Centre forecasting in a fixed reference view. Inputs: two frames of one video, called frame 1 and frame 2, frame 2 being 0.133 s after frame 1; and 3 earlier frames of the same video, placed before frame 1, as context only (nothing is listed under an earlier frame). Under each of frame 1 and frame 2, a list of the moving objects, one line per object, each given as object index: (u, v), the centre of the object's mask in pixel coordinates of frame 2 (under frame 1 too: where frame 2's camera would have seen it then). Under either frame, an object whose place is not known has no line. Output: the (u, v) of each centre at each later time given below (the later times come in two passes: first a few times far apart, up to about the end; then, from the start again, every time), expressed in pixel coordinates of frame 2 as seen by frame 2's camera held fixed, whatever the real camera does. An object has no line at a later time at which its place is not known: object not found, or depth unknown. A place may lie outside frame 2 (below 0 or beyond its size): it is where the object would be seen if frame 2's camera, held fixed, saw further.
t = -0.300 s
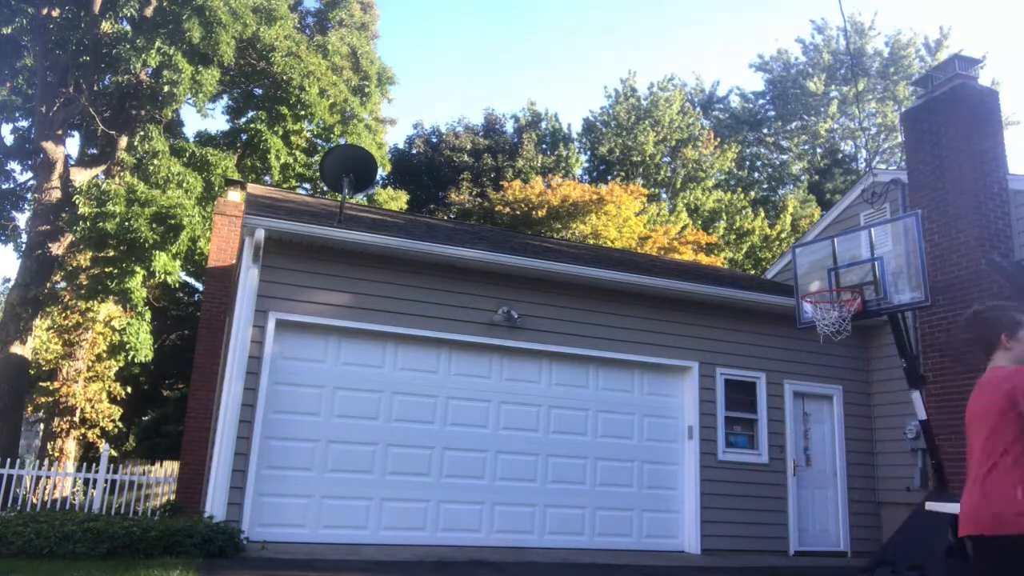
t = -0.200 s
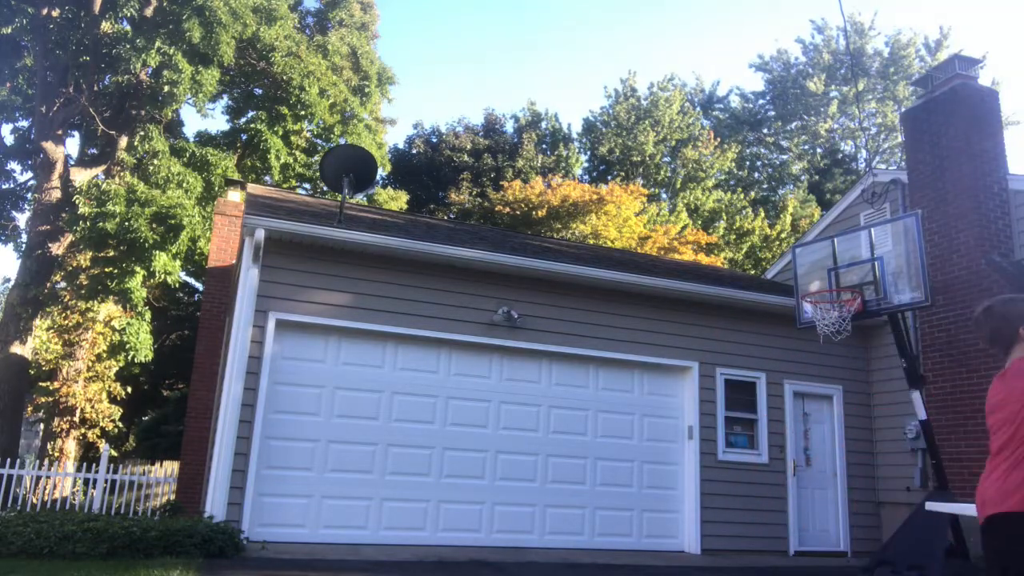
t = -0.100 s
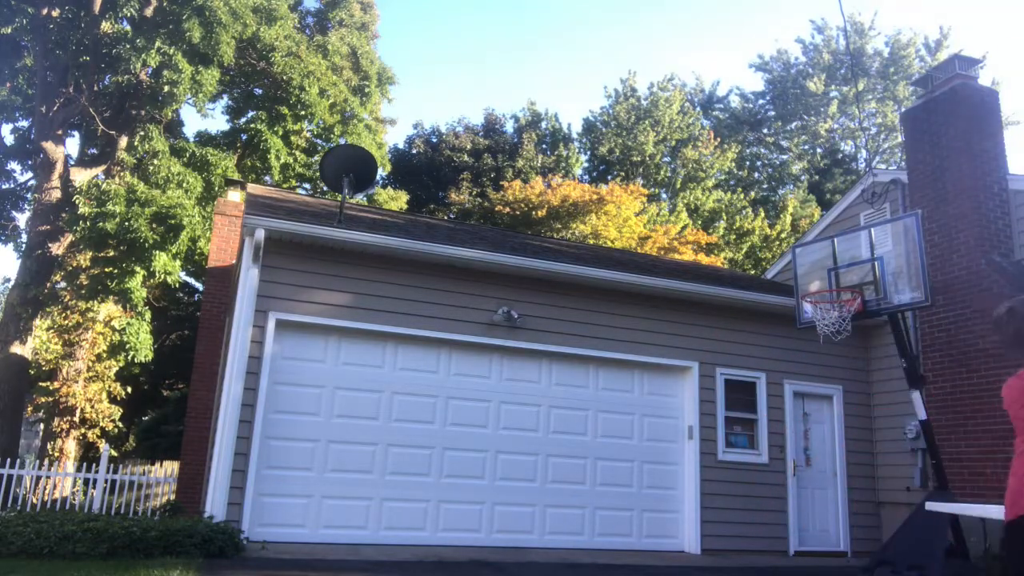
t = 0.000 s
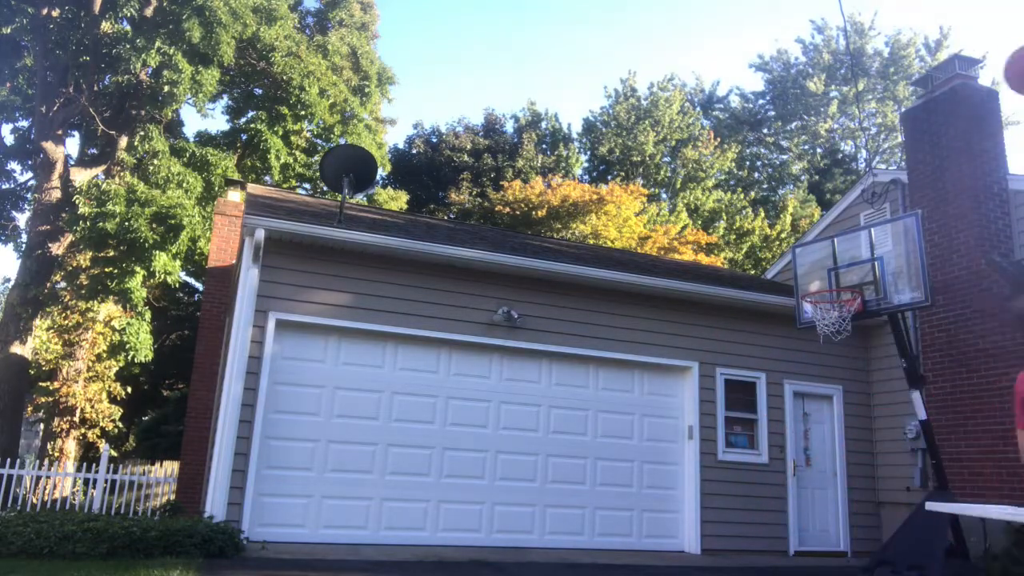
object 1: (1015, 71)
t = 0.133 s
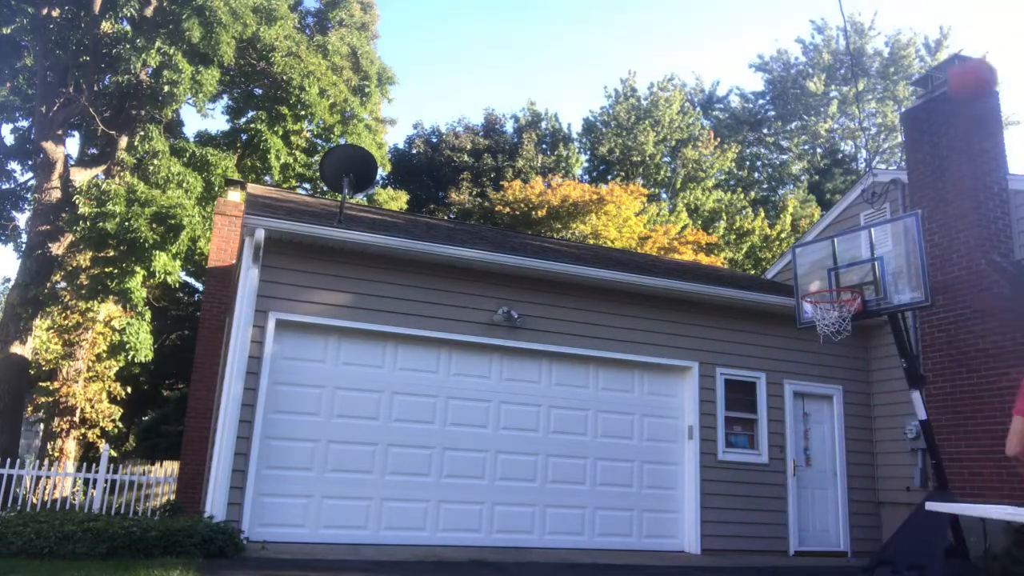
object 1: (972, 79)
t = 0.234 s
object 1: (939, 100)
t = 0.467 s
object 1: (889, 188)
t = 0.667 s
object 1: (866, 283)
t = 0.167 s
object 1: (960, 85)
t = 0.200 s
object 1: (950, 93)
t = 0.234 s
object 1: (939, 100)
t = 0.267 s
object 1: (930, 112)
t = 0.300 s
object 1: (924, 122)
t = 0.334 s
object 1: (917, 135)
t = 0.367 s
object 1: (910, 147)
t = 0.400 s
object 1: (903, 159)
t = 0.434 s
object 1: (897, 173)
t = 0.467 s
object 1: (889, 188)
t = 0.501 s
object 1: (886, 202)
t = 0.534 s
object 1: (880, 217)
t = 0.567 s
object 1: (876, 235)
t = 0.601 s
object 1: (871, 251)
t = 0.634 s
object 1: (867, 269)
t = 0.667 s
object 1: (866, 283)
